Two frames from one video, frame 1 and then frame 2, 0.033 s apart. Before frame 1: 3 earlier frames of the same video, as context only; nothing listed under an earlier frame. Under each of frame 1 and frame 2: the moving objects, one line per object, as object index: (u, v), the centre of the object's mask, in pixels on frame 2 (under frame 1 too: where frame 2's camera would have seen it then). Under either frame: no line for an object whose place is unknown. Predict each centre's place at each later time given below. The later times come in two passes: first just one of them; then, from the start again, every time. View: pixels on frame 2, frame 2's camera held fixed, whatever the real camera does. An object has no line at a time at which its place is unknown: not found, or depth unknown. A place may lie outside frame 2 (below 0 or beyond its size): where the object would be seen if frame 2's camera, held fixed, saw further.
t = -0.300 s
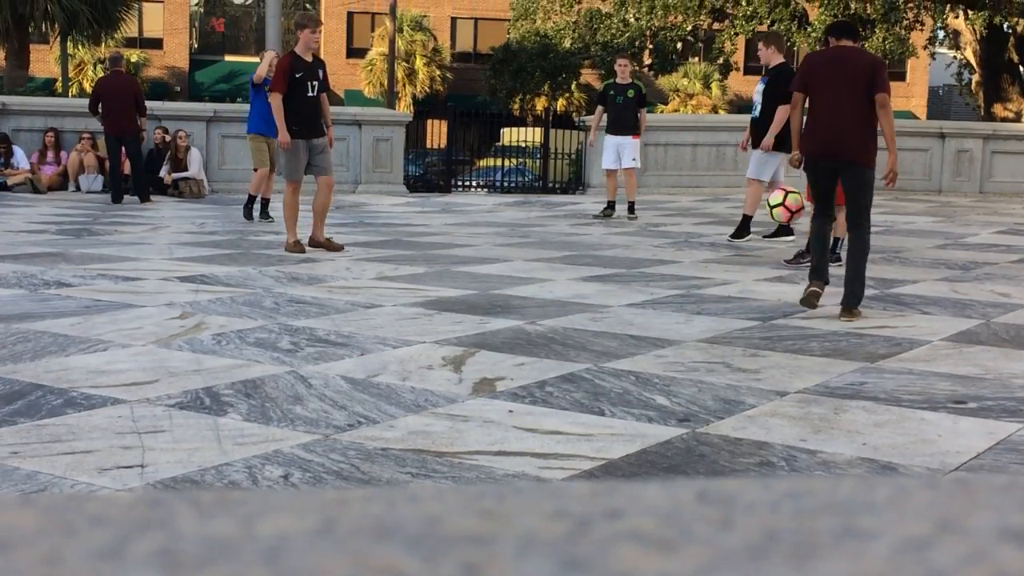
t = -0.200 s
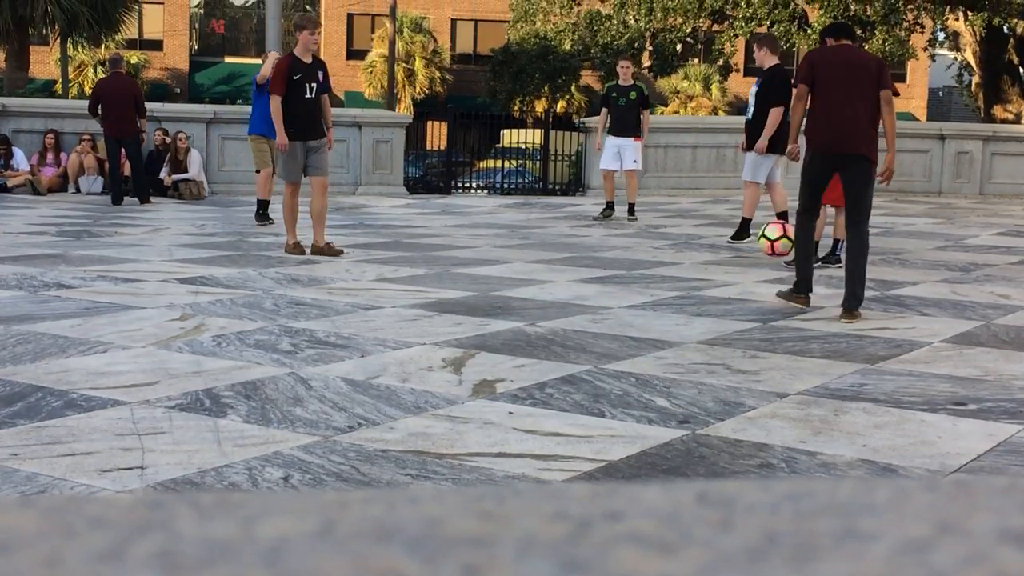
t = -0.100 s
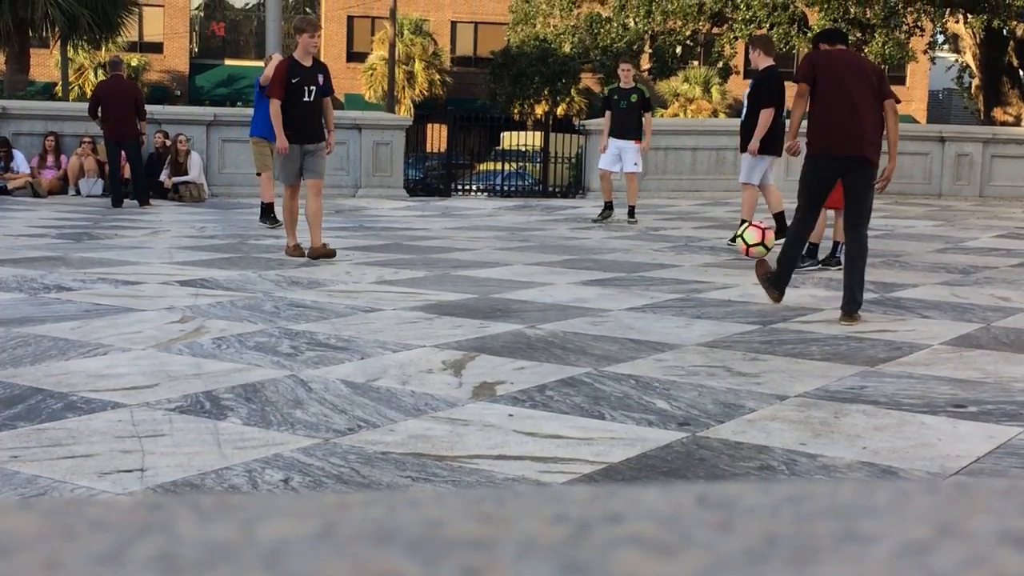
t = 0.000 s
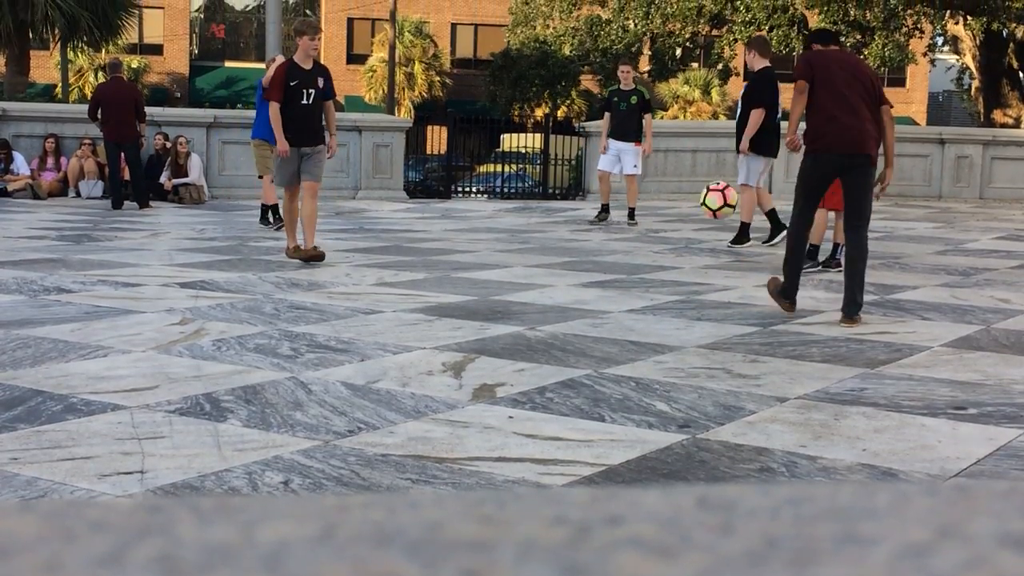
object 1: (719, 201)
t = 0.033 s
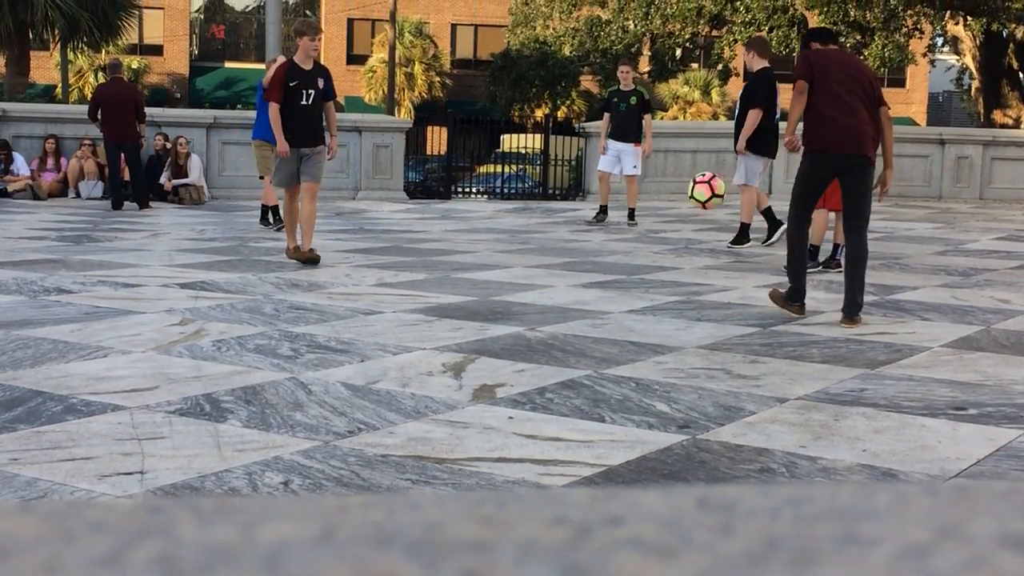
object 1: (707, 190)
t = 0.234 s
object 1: (634, 172)
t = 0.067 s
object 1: (694, 183)
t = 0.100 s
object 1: (682, 177)
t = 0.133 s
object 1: (670, 173)
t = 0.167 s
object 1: (658, 170)
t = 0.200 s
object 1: (646, 171)
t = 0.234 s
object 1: (634, 172)
